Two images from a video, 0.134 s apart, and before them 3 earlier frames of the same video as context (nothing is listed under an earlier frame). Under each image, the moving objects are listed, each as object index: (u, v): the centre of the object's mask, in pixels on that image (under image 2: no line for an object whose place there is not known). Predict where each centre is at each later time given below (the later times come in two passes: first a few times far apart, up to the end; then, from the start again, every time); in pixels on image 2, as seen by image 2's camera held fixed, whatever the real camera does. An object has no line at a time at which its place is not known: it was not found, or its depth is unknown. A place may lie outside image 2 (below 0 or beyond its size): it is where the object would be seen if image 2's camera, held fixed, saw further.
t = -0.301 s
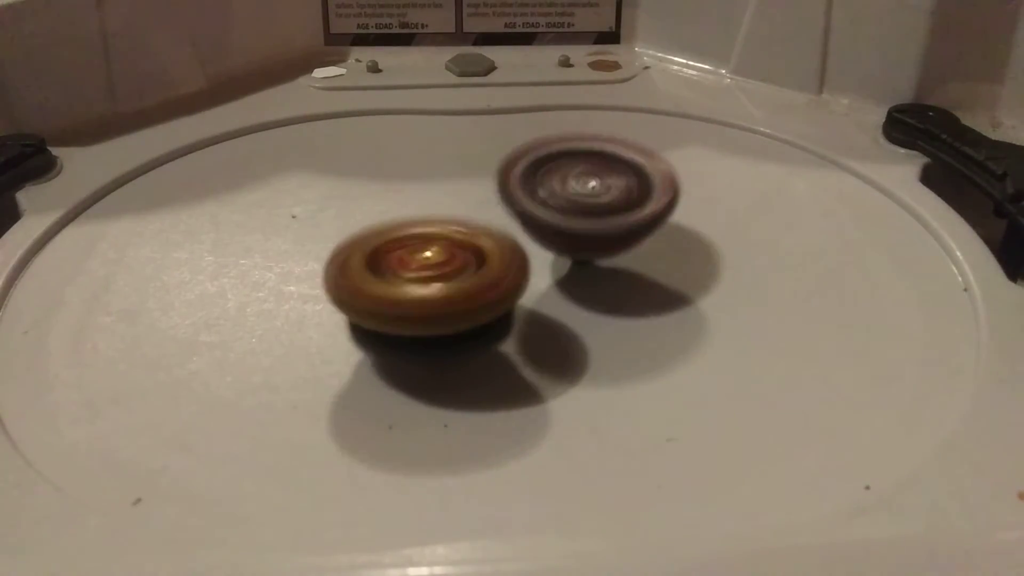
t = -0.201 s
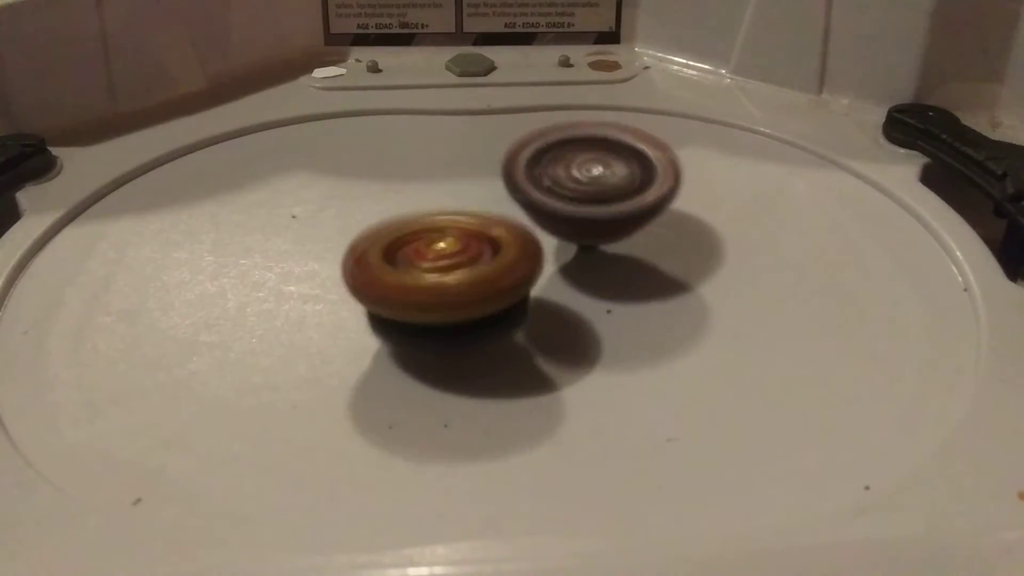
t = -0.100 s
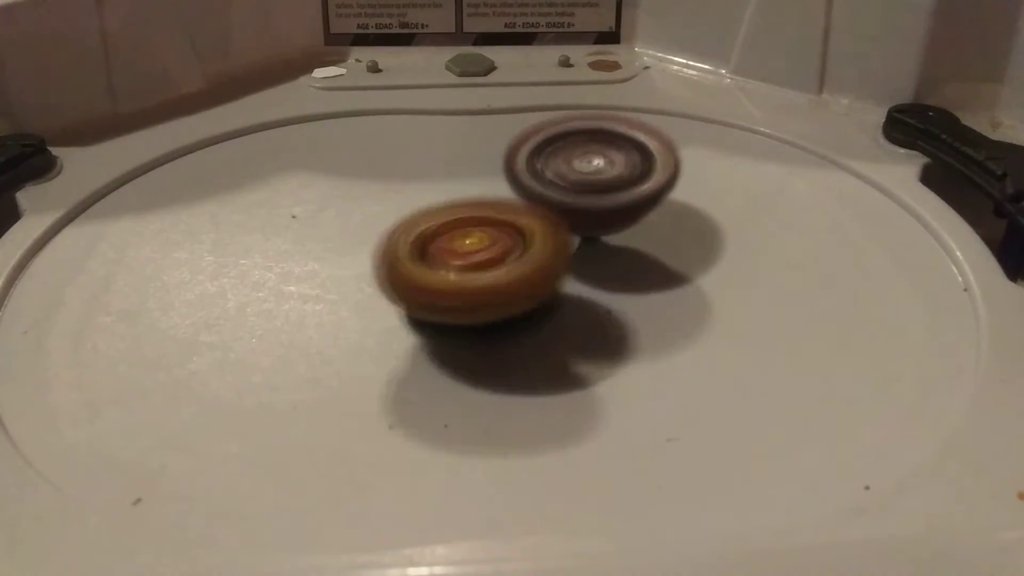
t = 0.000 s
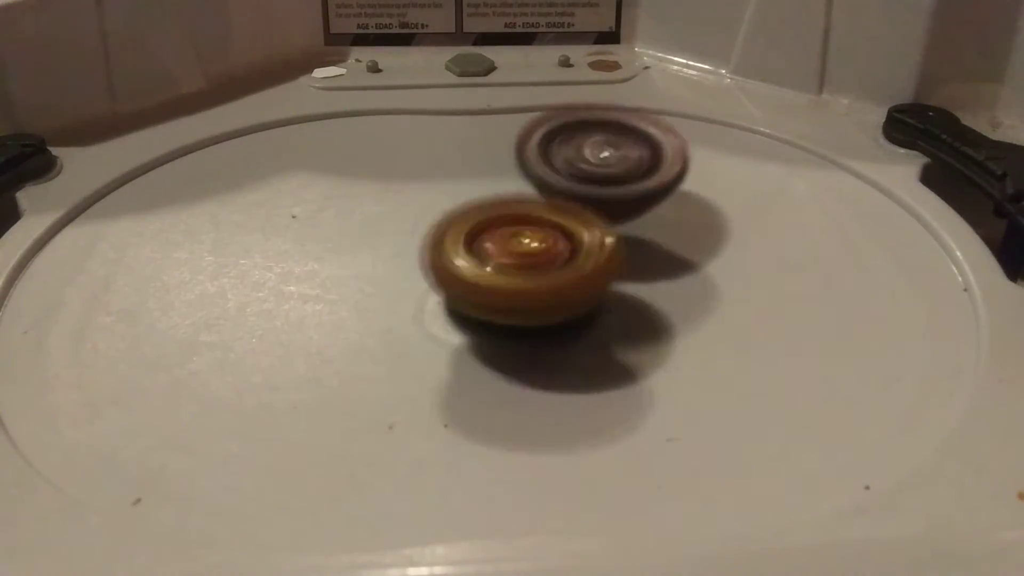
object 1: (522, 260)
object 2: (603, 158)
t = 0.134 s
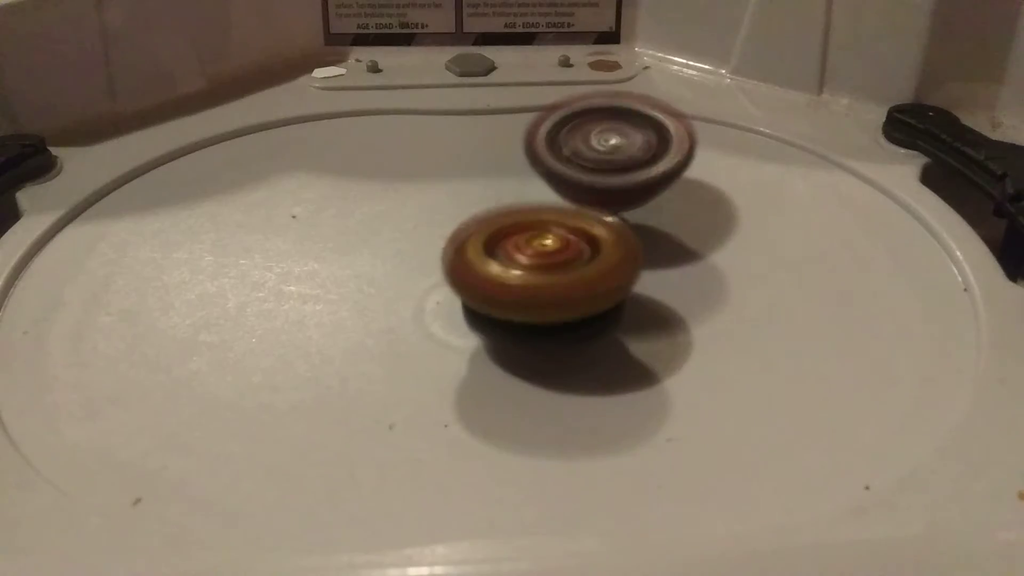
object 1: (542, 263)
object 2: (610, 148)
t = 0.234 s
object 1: (539, 266)
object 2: (611, 147)
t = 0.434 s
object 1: (536, 258)
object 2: (609, 158)
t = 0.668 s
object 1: (542, 261)
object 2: (609, 154)
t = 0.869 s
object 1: (524, 268)
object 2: (594, 168)
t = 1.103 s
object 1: (498, 274)
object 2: (576, 175)
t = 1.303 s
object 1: (459, 288)
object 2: (576, 168)
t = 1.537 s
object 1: (429, 289)
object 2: (568, 179)
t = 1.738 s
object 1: (422, 276)
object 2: (563, 196)
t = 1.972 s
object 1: (378, 270)
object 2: (583, 201)
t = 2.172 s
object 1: (384, 256)
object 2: (578, 215)
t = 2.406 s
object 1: (373, 246)
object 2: (614, 219)
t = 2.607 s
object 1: (400, 234)
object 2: (606, 232)
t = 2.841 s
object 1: (420, 216)
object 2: (623, 246)
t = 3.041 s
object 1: (445, 202)
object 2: (617, 259)
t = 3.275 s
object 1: (461, 193)
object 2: (599, 273)
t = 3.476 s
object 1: (452, 195)
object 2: (592, 286)
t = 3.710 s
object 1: (448, 211)
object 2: (592, 288)
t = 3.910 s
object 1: (432, 231)
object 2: (620, 289)
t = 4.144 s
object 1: (430, 247)
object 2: (659, 290)
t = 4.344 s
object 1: (448, 265)
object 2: (654, 277)
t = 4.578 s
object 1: (424, 264)
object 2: (693, 250)
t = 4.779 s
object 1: (425, 254)
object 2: (701, 232)
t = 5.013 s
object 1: (454, 266)
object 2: (672, 216)
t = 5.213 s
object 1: (445, 269)
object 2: (624, 197)
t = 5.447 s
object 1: (445, 264)
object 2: (567, 176)
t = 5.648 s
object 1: (462, 271)
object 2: (523, 163)
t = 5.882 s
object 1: (451, 271)
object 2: (491, 164)
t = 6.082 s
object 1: (448, 266)
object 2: (482, 159)
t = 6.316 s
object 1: (470, 274)
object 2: (499, 162)
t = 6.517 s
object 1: (474, 284)
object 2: (528, 168)
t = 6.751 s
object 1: (488, 286)
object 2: (565, 182)
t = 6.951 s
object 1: (497, 288)
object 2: (597, 187)
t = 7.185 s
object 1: (473, 287)
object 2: (618, 201)
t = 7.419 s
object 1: (434, 291)
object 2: (627, 201)
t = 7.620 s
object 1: (422, 297)
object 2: (600, 208)
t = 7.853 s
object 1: (426, 273)
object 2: (554, 199)
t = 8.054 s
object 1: (407, 264)
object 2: (553, 177)
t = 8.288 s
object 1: (406, 265)
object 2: (568, 185)
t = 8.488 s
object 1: (405, 269)
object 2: (572, 204)
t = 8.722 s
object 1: (404, 268)
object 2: (584, 215)
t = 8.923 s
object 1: (415, 282)
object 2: (624, 215)
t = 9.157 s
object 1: (406, 277)
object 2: (616, 227)
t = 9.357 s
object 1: (409, 259)
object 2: (586, 230)
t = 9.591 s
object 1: (418, 260)
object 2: (579, 204)
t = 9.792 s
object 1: (405, 256)
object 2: (589, 201)
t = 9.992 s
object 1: (404, 251)
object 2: (591, 220)
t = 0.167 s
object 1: (542, 264)
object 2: (611, 147)
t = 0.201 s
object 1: (541, 265)
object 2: (611, 146)
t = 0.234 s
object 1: (539, 266)
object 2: (611, 147)
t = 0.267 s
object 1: (538, 265)
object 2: (612, 148)
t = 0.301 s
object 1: (535, 265)
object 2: (612, 149)
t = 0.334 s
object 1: (532, 265)
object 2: (611, 151)
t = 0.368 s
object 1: (531, 263)
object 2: (610, 153)
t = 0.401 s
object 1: (534, 261)
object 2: (609, 156)
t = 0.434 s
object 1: (536, 258)
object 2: (609, 158)
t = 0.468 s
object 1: (537, 257)
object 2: (612, 157)
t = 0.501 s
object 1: (541, 256)
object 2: (615, 154)
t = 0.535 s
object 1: (542, 255)
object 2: (615, 153)
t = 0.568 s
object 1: (544, 256)
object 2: (614, 152)
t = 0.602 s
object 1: (545, 257)
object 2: (614, 152)
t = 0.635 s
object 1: (543, 258)
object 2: (611, 152)
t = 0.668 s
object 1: (542, 261)
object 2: (609, 154)
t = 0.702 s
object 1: (539, 263)
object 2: (607, 156)
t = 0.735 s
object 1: (535, 264)
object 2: (605, 158)
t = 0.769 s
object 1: (533, 266)
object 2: (601, 161)
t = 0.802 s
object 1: (528, 267)
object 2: (597, 163)
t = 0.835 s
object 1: (525, 267)
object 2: (594, 167)
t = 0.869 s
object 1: (524, 268)
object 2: (594, 168)
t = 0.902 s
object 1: (522, 268)
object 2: (595, 168)
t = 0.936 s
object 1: (518, 269)
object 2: (591, 168)
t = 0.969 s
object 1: (514, 272)
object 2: (589, 169)
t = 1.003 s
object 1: (510, 271)
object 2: (587, 170)
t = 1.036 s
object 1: (507, 273)
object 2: (583, 171)
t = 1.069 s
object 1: (503, 274)
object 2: (577, 173)
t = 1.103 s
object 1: (498, 274)
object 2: (576, 175)
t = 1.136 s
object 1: (493, 276)
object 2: (576, 176)
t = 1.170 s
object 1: (486, 280)
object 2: (579, 174)
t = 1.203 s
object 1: (480, 280)
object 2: (579, 172)
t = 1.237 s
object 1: (469, 285)
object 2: (578, 170)
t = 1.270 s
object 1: (466, 287)
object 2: (578, 169)
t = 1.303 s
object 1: (459, 288)
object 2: (576, 168)
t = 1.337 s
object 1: (454, 291)
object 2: (577, 168)
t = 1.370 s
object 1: (449, 293)
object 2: (576, 168)
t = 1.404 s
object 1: (442, 293)
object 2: (574, 169)
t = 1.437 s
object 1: (439, 293)
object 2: (574, 171)
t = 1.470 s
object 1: (434, 292)
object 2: (572, 173)
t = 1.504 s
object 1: (431, 290)
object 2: (570, 176)
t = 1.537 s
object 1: (429, 289)
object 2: (568, 179)
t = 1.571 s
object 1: (427, 286)
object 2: (566, 182)
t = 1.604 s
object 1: (426, 283)
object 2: (563, 186)
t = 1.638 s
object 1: (427, 280)
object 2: (560, 190)
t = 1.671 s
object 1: (426, 277)
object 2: (559, 193)
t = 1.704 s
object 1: (423, 277)
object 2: (561, 196)
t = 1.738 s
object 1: (422, 276)
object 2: (563, 196)
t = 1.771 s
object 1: (415, 274)
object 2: (564, 198)
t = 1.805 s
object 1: (405, 276)
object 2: (572, 198)
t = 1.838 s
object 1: (401, 274)
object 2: (572, 198)
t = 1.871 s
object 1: (392, 273)
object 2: (577, 198)
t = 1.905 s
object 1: (387, 272)
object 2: (580, 199)
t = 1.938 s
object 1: (382, 271)
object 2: (581, 199)
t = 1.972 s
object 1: (378, 270)
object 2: (583, 201)
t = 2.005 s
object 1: (377, 267)
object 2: (583, 203)
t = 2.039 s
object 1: (376, 266)
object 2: (583, 204)
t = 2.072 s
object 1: (376, 264)
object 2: (584, 207)
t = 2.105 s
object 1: (379, 261)
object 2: (582, 209)
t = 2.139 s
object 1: (381, 259)
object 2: (579, 212)
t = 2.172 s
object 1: (384, 256)
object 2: (578, 215)
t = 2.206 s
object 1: (387, 255)
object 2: (576, 217)
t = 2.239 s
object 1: (380, 255)
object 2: (592, 214)
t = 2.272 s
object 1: (377, 252)
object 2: (602, 216)
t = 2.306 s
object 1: (372, 251)
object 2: (603, 215)
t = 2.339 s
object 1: (373, 250)
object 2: (609, 217)
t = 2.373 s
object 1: (373, 247)
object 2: (613, 218)
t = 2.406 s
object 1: (373, 246)
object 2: (614, 219)
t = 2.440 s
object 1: (376, 243)
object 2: (616, 221)
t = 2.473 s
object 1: (379, 242)
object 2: (616, 223)
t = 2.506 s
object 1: (383, 240)
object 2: (614, 225)
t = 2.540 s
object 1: (388, 238)
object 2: (614, 227)
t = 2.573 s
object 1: (393, 236)
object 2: (611, 229)
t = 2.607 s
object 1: (400, 234)
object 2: (606, 232)
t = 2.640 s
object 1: (405, 232)
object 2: (604, 233)
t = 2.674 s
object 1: (403, 230)
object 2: (612, 235)
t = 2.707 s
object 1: (406, 227)
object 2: (619, 237)
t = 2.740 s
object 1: (410, 224)
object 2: (620, 240)
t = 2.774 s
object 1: (411, 222)
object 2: (623, 241)
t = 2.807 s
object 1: (415, 218)
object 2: (625, 244)
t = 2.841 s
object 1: (420, 216)
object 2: (623, 246)
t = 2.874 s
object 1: (424, 214)
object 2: (624, 248)
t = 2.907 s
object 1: (430, 212)
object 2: (620, 250)
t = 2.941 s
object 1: (436, 210)
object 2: (616, 253)
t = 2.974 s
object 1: (439, 207)
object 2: (617, 254)
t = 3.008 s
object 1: (441, 204)
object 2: (617, 257)
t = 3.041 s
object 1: (445, 202)
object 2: (617, 259)
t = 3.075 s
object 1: (447, 199)
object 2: (616, 261)
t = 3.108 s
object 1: (452, 198)
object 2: (615, 263)
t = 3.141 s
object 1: (455, 197)
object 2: (611, 264)
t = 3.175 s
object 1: (459, 196)
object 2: (607, 266)
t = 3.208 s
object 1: (460, 195)
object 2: (604, 268)
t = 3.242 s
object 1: (461, 195)
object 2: (598, 270)
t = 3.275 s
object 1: (461, 193)
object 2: (599, 273)
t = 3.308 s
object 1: (458, 194)
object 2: (597, 277)
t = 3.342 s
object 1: (458, 192)
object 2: (598, 279)
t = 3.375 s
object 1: (455, 192)
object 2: (598, 281)
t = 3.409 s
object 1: (453, 193)
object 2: (595, 283)
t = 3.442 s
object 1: (454, 193)
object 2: (594, 285)
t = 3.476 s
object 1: (452, 195)
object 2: (592, 286)
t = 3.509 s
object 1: (452, 196)
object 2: (588, 286)
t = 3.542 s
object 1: (451, 199)
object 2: (585, 286)
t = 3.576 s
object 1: (450, 201)
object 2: (580, 285)
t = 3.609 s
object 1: (450, 204)
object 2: (581, 285)
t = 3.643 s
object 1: (448, 207)
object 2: (588, 286)
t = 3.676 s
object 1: (448, 210)
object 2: (592, 288)
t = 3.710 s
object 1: (448, 211)
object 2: (592, 288)
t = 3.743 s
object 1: (448, 214)
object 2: (594, 288)
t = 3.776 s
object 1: (448, 216)
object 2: (597, 287)
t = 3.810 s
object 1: (445, 219)
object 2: (598, 287)
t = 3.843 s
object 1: (437, 224)
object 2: (606, 287)
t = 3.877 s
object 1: (431, 230)
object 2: (614, 288)
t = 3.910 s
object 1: (432, 231)
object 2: (620, 289)
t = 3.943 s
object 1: (428, 231)
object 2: (633, 291)
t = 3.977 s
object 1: (423, 236)
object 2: (638, 291)
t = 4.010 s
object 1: (426, 239)
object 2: (646, 292)
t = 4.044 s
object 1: (427, 238)
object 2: (653, 292)
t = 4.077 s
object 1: (425, 241)
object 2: (654, 291)
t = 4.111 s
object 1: (426, 246)
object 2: (658, 292)
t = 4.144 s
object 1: (430, 247)
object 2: (659, 290)
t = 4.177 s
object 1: (428, 249)
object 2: (660, 290)
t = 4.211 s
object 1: (430, 253)
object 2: (658, 287)
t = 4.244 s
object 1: (436, 256)
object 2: (659, 286)
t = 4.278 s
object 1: (440, 258)
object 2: (655, 283)
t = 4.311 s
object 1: (443, 262)
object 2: (653, 280)
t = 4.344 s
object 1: (448, 265)
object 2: (654, 277)
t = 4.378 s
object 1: (448, 268)
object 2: (657, 273)
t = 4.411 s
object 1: (445, 270)
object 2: (665, 269)
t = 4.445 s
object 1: (441, 270)
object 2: (670, 264)
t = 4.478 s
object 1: (435, 267)
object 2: (679, 260)
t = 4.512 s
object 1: (428, 266)
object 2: (685, 257)
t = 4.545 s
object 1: (425, 266)
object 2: (690, 253)
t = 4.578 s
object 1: (424, 264)
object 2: (693, 250)
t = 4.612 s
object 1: (421, 263)
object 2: (698, 247)
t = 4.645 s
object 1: (421, 262)
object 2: (699, 243)
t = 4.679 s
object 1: (422, 259)
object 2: (702, 240)
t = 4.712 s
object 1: (422, 257)
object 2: (702, 238)
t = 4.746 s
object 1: (423, 255)
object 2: (702, 235)
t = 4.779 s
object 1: (425, 254)
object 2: (701, 232)
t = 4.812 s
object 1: (428, 254)
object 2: (700, 230)
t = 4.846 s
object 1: (432, 255)
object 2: (696, 227)
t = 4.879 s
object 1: (436, 256)
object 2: (693, 225)
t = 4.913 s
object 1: (440, 259)
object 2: (689, 223)
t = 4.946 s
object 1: (445, 261)
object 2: (684, 220)
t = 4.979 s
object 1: (450, 263)
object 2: (679, 219)
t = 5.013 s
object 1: (454, 266)
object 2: (672, 216)
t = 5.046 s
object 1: (457, 268)
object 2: (666, 213)
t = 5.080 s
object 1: (458, 269)
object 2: (657, 210)
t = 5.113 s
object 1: (456, 270)
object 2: (650, 207)
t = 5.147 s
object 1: (453, 271)
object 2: (641, 204)
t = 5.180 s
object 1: (449, 270)
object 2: (634, 201)
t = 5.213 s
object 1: (445, 269)
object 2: (624, 197)
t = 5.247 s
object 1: (441, 268)
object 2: (617, 195)
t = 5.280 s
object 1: (439, 267)
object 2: (607, 191)
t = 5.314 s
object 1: (437, 265)
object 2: (599, 189)
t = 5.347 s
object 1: (437, 264)
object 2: (590, 186)
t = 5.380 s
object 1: (438, 263)
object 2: (583, 182)
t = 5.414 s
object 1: (441, 264)
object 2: (575, 180)
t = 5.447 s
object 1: (445, 264)
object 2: (567, 176)
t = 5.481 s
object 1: (448, 265)
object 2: (559, 172)
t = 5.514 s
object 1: (453, 267)
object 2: (551, 169)
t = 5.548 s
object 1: (457, 268)
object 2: (544, 166)
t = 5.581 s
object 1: (460, 269)
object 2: (536, 164)
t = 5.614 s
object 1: (462, 270)
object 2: (530, 163)
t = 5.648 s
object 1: (462, 271)
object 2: (523, 163)
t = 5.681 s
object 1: (462, 271)
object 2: (518, 162)
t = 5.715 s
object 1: (460, 271)
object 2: (511, 162)
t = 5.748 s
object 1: (458, 271)
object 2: (507, 163)
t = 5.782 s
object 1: (456, 271)
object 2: (499, 163)
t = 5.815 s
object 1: (455, 270)
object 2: (496, 163)
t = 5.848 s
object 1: (452, 270)
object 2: (491, 164)
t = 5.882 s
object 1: (451, 271)
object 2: (491, 164)
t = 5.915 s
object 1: (452, 272)
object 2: (491, 164)
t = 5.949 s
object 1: (451, 269)
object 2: (489, 164)
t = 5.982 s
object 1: (445, 269)
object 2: (484, 162)
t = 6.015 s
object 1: (447, 270)
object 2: (486, 160)
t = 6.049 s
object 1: (450, 268)
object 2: (482, 160)
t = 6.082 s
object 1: (448, 266)
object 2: (482, 159)
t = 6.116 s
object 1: (447, 268)
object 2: (486, 159)
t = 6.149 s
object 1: (455, 269)
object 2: (488, 160)
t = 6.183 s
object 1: (461, 269)
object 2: (487, 158)
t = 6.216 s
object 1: (460, 268)
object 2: (492, 159)
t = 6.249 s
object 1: (459, 270)
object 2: (493, 161)
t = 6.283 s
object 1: (464, 275)
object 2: (494, 160)
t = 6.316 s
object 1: (470, 274)
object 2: (499, 162)
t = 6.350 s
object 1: (467, 272)
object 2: (502, 165)
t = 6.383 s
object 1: (464, 275)
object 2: (504, 164)
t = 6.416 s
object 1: (467, 277)
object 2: (511, 166)
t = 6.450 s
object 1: (470, 277)
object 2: (513, 170)
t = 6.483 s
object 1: (469, 281)
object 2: (522, 167)
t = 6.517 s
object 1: (474, 284)
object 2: (528, 168)
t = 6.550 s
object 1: (477, 283)
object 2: (533, 172)
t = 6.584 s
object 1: (474, 284)
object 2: (532, 172)
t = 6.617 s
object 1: (475, 288)
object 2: (541, 172)
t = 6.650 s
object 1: (481, 288)
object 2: (545, 177)
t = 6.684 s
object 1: (483, 285)
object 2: (548, 179)
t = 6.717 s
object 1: (483, 285)
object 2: (555, 180)
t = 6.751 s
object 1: (488, 286)
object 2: (565, 182)
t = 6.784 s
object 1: (492, 288)
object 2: (575, 183)
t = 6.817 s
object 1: (497, 288)
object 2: (581, 184)
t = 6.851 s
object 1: (494, 285)
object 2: (582, 185)
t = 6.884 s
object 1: (491, 288)
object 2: (586, 183)
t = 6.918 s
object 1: (494, 289)
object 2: (595, 185)
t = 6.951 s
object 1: (497, 288)
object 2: (597, 187)
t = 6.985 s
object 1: (496, 284)
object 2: (599, 188)
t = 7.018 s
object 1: (488, 289)
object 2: (605, 188)
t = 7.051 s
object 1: (488, 290)
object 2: (616, 190)
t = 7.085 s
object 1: (488, 288)
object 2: (614, 194)
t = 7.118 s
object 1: (481, 284)
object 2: (612, 196)
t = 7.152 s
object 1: (474, 285)
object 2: (616, 198)
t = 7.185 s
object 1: (473, 287)
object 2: (618, 201)
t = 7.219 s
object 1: (474, 285)
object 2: (617, 203)
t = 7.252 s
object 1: (462, 290)
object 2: (621, 202)
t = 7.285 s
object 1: (454, 295)
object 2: (630, 201)
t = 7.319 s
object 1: (455, 298)
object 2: (631, 201)
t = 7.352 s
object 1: (455, 292)
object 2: (624, 201)
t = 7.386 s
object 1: (447, 288)
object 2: (625, 201)
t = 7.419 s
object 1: (434, 291)
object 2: (627, 201)
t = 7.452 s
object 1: (429, 296)
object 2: (626, 203)
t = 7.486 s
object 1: (431, 297)
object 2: (618, 204)
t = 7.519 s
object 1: (432, 295)
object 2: (614, 207)
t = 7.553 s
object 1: (425, 293)
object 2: (613, 207)
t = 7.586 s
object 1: (420, 295)
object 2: (607, 207)
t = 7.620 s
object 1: (422, 297)
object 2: (600, 208)
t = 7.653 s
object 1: (428, 294)
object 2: (591, 208)
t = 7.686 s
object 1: (428, 287)
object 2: (587, 208)
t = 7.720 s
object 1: (424, 287)
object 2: (581, 207)
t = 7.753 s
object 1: (423, 287)
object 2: (572, 206)
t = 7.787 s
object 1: (424, 284)
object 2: (565, 203)
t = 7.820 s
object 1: (427, 280)
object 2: (559, 201)
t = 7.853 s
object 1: (426, 273)
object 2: (554, 199)
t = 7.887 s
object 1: (416, 277)
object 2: (552, 196)
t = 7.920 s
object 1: (413, 279)
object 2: (554, 192)
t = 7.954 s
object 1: (416, 279)
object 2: (556, 190)
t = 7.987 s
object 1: (422, 269)
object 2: (551, 184)
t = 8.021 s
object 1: (419, 266)
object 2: (549, 179)
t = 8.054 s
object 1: (407, 264)
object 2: (553, 177)
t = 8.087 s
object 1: (401, 268)
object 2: (556, 177)
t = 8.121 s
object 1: (404, 270)
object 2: (559, 177)
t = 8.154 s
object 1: (410, 267)
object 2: (558, 176)
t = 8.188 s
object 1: (408, 262)
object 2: (562, 176)
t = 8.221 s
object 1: (400, 262)
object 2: (567, 179)
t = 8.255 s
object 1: (399, 264)
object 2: (567, 182)
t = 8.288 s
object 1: (406, 265)
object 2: (568, 185)
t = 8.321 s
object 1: (412, 261)
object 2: (567, 189)
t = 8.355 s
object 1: (411, 257)
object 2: (568, 193)
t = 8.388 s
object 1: (406, 257)
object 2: (572, 196)
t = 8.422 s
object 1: (405, 261)
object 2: (571, 199)
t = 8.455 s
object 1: (406, 262)
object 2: (570, 202)
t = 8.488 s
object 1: (405, 269)
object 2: (572, 204)
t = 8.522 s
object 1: (410, 269)
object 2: (573, 207)
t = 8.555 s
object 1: (412, 267)
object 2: (577, 209)
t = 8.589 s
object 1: (407, 264)
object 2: (579, 211)
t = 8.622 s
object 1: (404, 264)
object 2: (580, 212)
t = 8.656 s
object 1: (402, 265)
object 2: (578, 214)
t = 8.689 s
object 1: (401, 267)
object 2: (579, 214)
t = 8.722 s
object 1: (404, 268)
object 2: (584, 215)
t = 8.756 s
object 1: (409, 268)
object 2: (585, 217)
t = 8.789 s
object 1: (406, 271)
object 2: (591, 217)
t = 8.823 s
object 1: (411, 272)
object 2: (598, 218)
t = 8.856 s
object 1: (416, 274)
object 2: (597, 216)
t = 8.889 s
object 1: (411, 277)
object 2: (611, 213)
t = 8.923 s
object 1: (415, 282)
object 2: (624, 215)
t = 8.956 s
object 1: (425, 283)
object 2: (624, 218)
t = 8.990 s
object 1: (430, 276)
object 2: (618, 220)
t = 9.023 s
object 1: (432, 272)
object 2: (616, 219)
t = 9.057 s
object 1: (421, 269)
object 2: (619, 218)
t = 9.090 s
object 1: (413, 271)
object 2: (621, 221)
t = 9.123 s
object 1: (408, 276)
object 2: (621, 226)
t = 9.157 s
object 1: (406, 277)
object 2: (616, 227)
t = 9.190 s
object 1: (411, 279)
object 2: (610, 230)
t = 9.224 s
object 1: (414, 279)
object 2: (605, 232)
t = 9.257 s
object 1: (420, 272)
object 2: (602, 234)
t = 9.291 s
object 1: (422, 269)
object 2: (597, 234)
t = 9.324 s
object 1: (417, 261)
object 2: (591, 232)
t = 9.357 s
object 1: (409, 259)
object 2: (586, 230)
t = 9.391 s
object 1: (400, 260)
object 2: (582, 228)
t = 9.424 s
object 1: (396, 265)
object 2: (578, 224)
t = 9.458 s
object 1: (398, 269)
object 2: (576, 220)
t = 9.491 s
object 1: (405, 271)
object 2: (577, 215)
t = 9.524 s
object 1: (416, 266)
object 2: (576, 211)
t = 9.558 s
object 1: (419, 262)
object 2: (576, 208)
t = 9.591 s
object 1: (418, 260)
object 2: (579, 204)
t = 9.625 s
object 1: (415, 258)
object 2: (584, 202)
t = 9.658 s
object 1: (412, 257)
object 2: (586, 204)
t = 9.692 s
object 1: (412, 258)
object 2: (587, 203)
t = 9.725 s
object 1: (411, 257)
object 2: (584, 202)
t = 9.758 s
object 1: (410, 257)
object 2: (585, 201)
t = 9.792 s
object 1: (405, 256)
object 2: (589, 201)
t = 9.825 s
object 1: (407, 256)
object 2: (591, 204)
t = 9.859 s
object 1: (405, 255)
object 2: (594, 208)
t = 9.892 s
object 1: (408, 253)
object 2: (592, 212)
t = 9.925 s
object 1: (409, 252)
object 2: (586, 216)
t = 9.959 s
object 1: (407, 251)
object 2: (590, 217)
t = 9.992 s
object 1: (404, 251)
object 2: (591, 220)
